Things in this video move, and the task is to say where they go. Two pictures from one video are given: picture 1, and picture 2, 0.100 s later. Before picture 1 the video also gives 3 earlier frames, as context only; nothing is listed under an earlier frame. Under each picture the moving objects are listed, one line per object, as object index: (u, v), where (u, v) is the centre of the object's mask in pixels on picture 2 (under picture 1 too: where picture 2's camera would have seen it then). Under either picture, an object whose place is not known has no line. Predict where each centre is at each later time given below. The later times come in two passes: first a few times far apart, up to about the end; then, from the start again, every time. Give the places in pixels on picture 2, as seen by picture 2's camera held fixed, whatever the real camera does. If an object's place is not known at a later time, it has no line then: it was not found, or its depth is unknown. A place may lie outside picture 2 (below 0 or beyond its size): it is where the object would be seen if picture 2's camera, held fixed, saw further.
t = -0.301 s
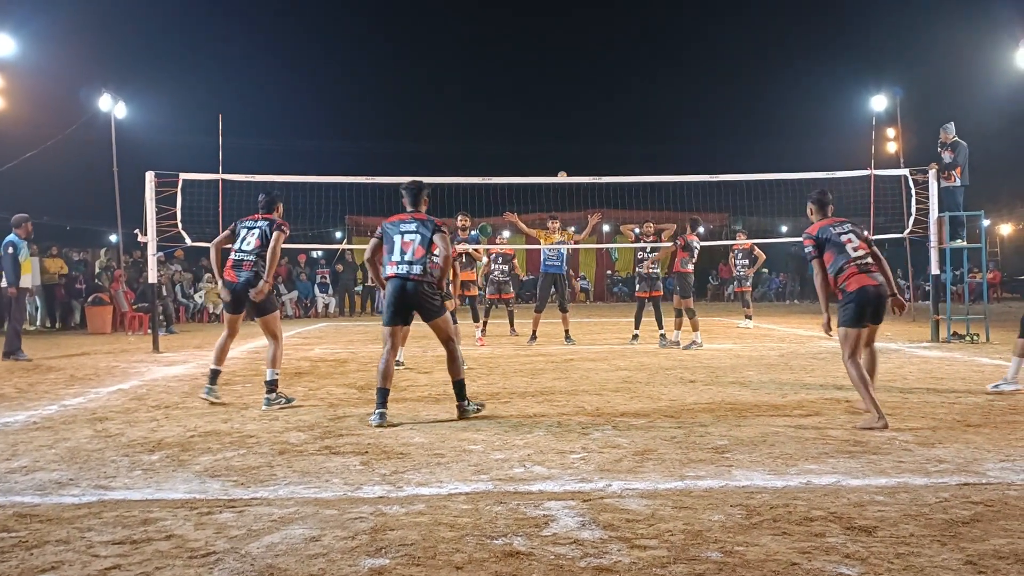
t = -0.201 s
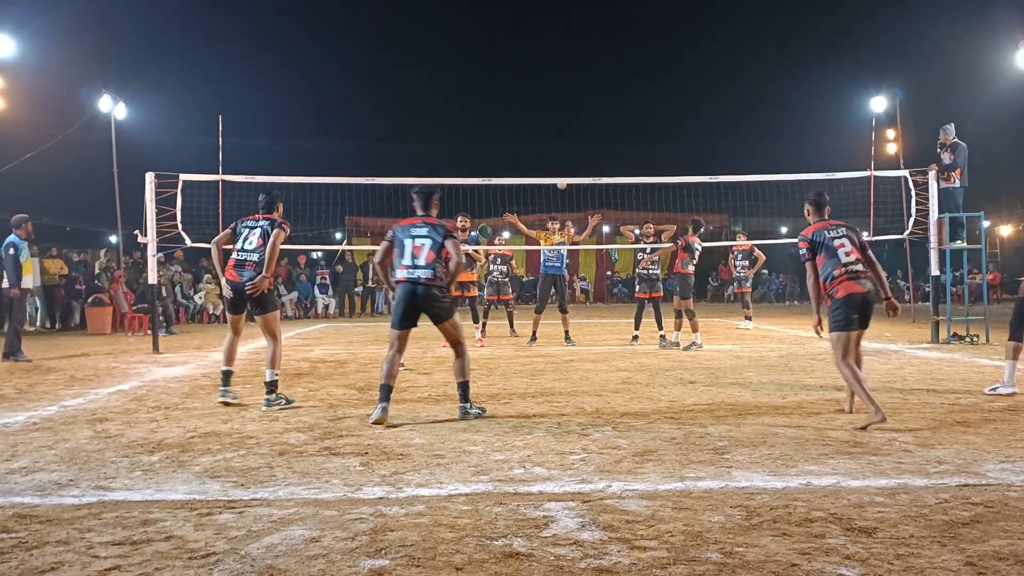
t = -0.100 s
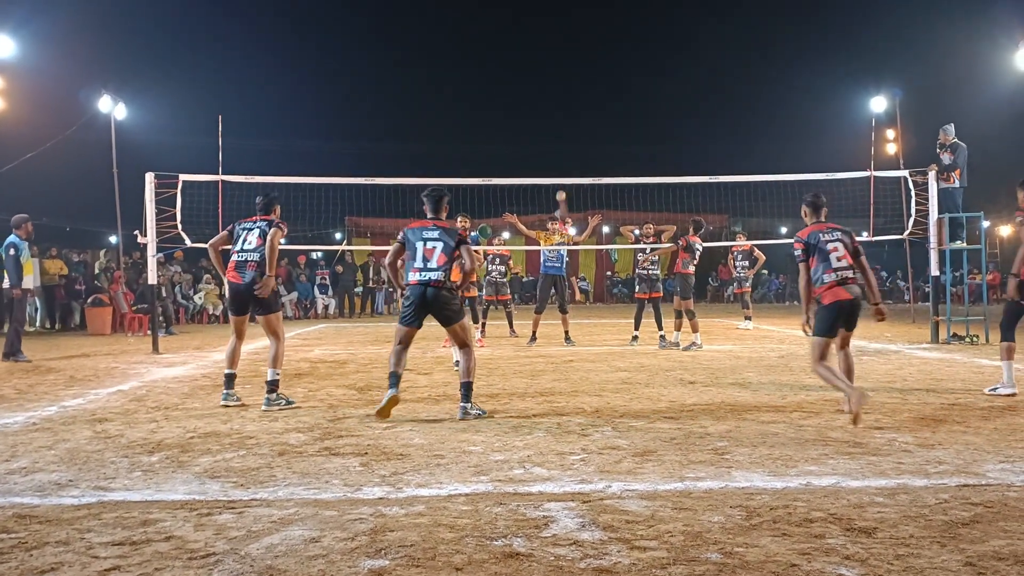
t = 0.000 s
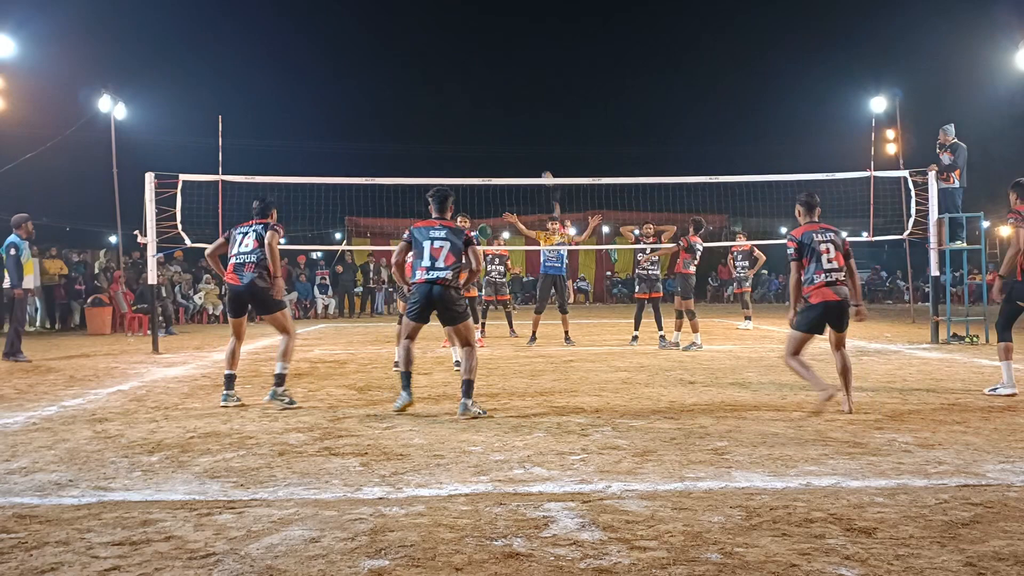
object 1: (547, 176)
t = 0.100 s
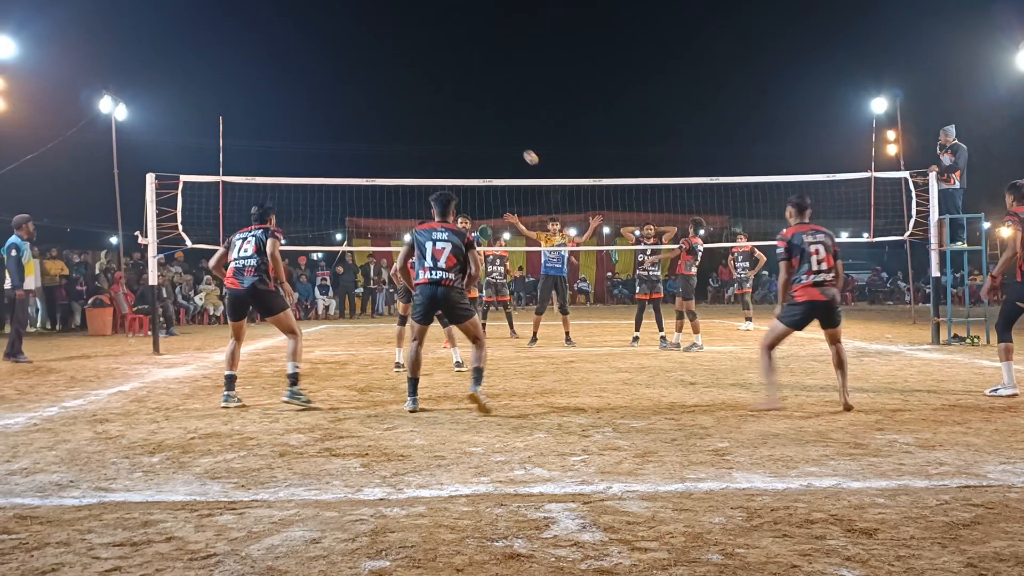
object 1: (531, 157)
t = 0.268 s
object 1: (493, 133)
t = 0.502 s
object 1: (416, 139)
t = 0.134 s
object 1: (524, 151)
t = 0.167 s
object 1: (517, 146)
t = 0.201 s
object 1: (510, 141)
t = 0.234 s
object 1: (502, 136)
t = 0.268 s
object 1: (493, 133)
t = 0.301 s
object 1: (484, 130)
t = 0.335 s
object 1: (475, 129)
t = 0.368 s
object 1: (465, 128)
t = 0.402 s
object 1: (454, 129)
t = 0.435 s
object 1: (442, 130)
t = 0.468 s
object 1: (429, 134)
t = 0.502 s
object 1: (416, 139)
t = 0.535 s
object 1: (402, 145)
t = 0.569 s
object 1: (387, 154)
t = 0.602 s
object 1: (371, 164)
